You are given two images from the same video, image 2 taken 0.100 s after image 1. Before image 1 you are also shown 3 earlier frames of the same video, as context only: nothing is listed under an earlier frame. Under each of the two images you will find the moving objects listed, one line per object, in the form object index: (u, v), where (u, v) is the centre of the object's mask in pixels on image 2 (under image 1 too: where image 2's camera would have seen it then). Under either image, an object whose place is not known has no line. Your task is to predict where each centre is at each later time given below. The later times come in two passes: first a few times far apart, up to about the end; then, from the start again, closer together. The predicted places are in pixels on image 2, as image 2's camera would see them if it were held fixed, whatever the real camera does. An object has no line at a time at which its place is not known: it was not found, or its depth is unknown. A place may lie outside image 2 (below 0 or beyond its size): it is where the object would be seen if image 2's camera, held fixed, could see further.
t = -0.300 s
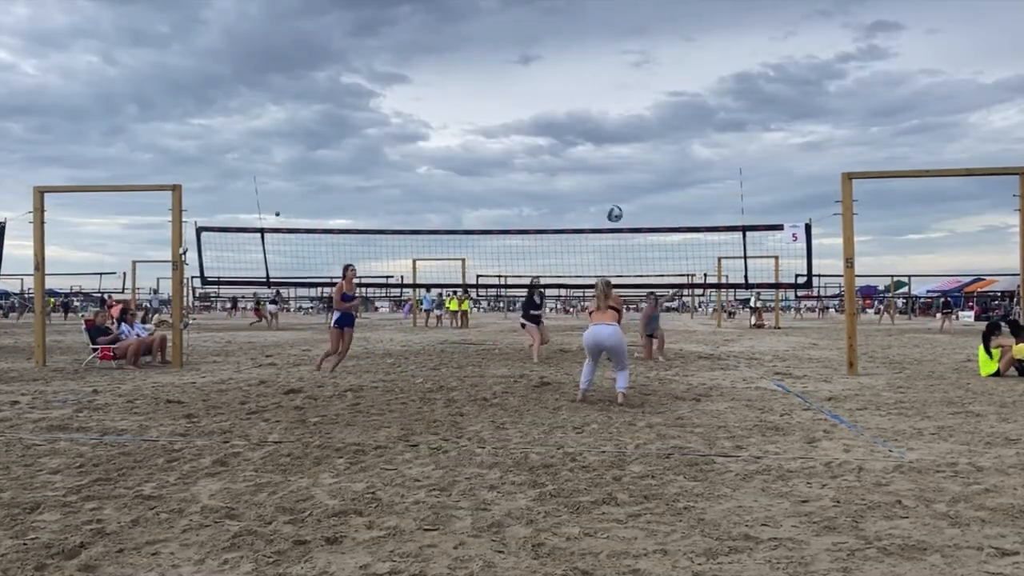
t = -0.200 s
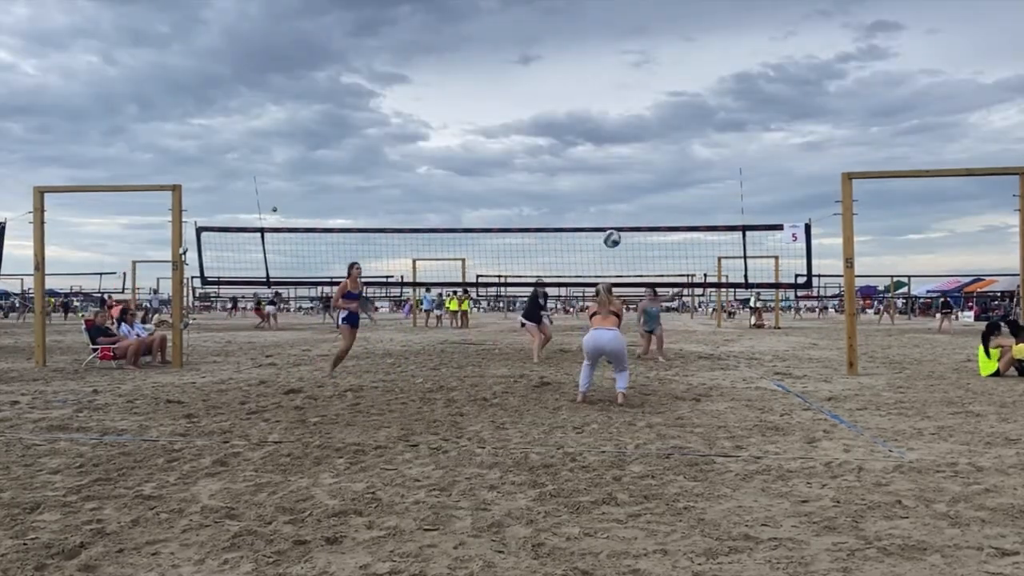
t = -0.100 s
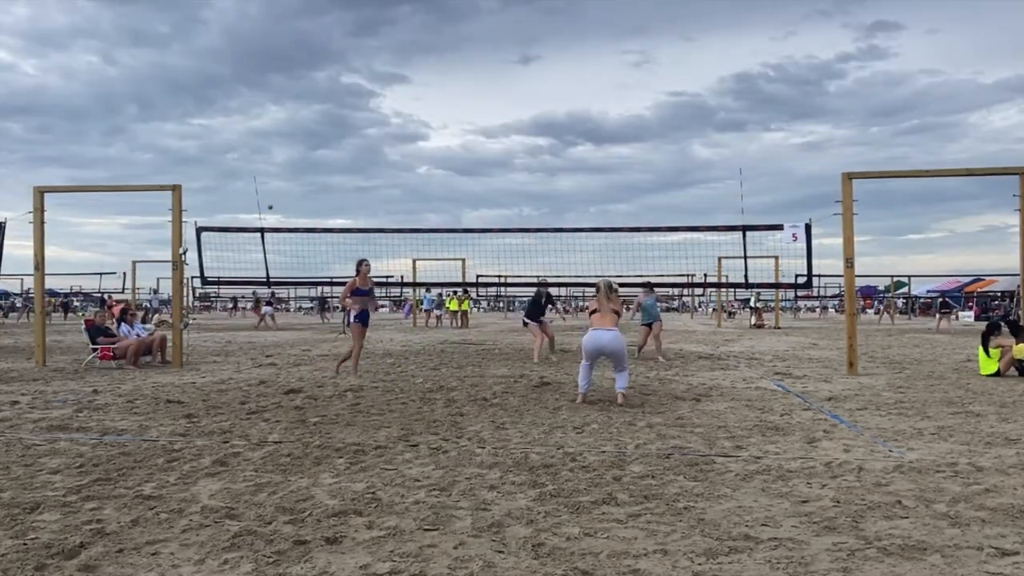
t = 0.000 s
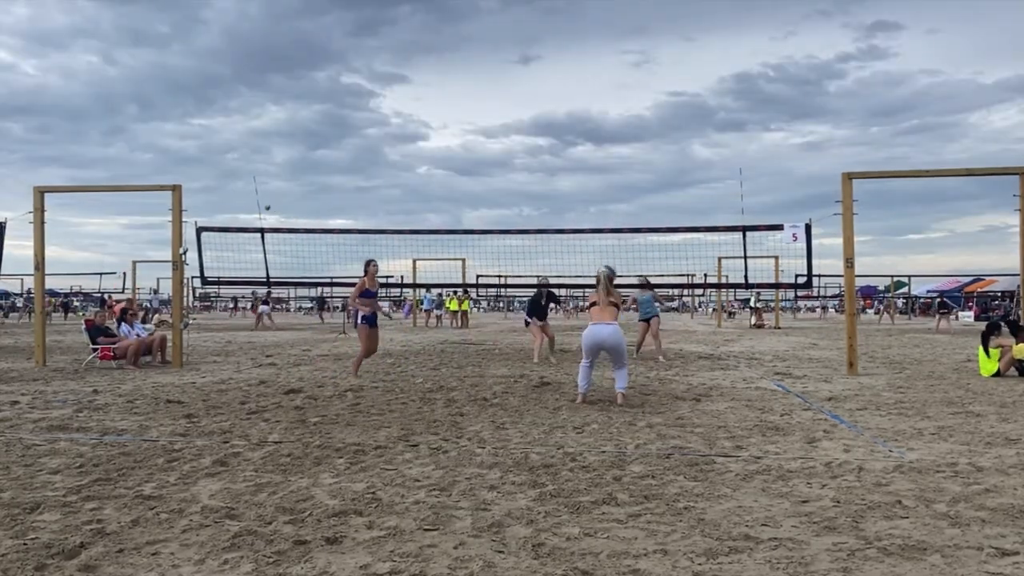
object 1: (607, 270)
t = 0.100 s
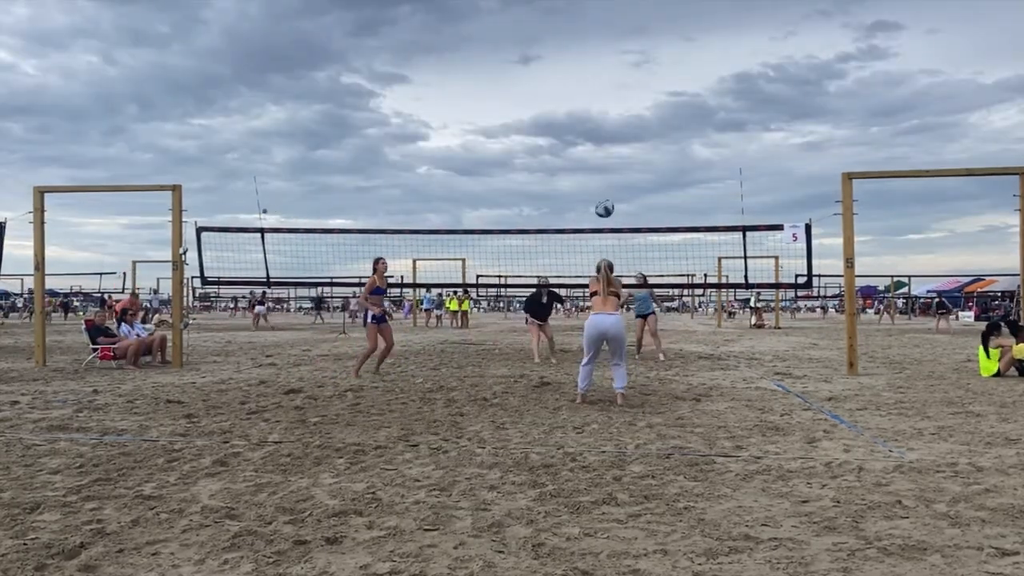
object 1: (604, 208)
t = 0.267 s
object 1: (599, 122)
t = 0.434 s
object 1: (595, 64)
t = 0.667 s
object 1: (593, 29)
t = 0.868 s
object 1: (593, 35)
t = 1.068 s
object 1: (594, 70)
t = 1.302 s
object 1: (594, 147)
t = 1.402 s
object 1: (593, 191)
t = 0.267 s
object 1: (599, 122)
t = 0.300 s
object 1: (598, 108)
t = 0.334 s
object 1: (597, 96)
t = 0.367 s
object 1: (596, 84)
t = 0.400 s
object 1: (596, 73)
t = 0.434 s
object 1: (595, 64)
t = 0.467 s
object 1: (595, 56)
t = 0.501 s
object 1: (594, 49)
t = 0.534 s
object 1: (594, 43)
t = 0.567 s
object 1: (594, 38)
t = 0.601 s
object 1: (594, 34)
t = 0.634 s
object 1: (593, 31)
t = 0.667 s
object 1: (593, 29)
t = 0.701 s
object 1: (593, 28)
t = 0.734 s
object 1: (593, 27)
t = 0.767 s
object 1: (593, 28)
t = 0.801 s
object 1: (593, 30)
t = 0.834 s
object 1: (593, 32)
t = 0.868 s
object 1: (593, 35)
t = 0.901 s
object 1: (593, 39)
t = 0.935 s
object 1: (593, 43)
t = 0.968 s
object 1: (593, 49)
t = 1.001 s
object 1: (593, 55)
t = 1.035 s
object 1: (593, 63)
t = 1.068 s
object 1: (594, 70)
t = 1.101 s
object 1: (594, 79)
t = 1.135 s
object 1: (594, 88)
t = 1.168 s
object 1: (595, 98)
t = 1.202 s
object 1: (595, 109)
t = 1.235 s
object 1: (595, 121)
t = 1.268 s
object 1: (594, 134)
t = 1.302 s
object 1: (594, 147)
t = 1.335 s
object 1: (594, 161)
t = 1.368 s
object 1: (594, 176)
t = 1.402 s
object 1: (593, 191)
